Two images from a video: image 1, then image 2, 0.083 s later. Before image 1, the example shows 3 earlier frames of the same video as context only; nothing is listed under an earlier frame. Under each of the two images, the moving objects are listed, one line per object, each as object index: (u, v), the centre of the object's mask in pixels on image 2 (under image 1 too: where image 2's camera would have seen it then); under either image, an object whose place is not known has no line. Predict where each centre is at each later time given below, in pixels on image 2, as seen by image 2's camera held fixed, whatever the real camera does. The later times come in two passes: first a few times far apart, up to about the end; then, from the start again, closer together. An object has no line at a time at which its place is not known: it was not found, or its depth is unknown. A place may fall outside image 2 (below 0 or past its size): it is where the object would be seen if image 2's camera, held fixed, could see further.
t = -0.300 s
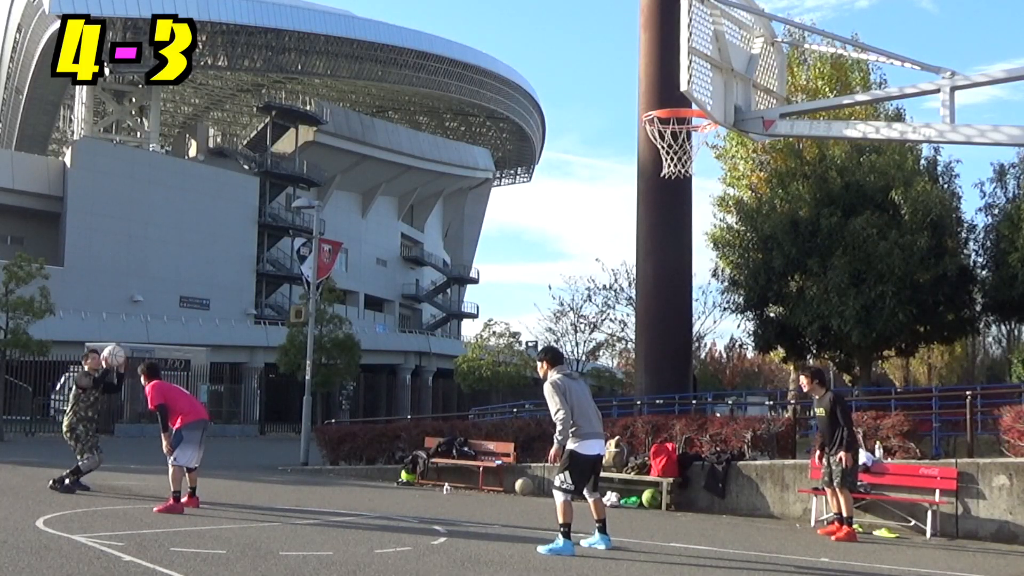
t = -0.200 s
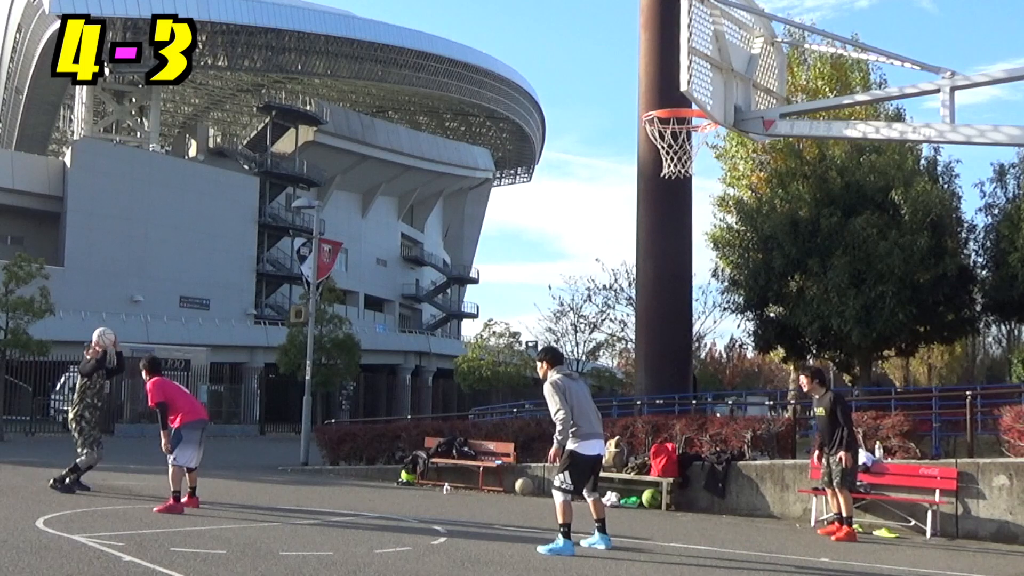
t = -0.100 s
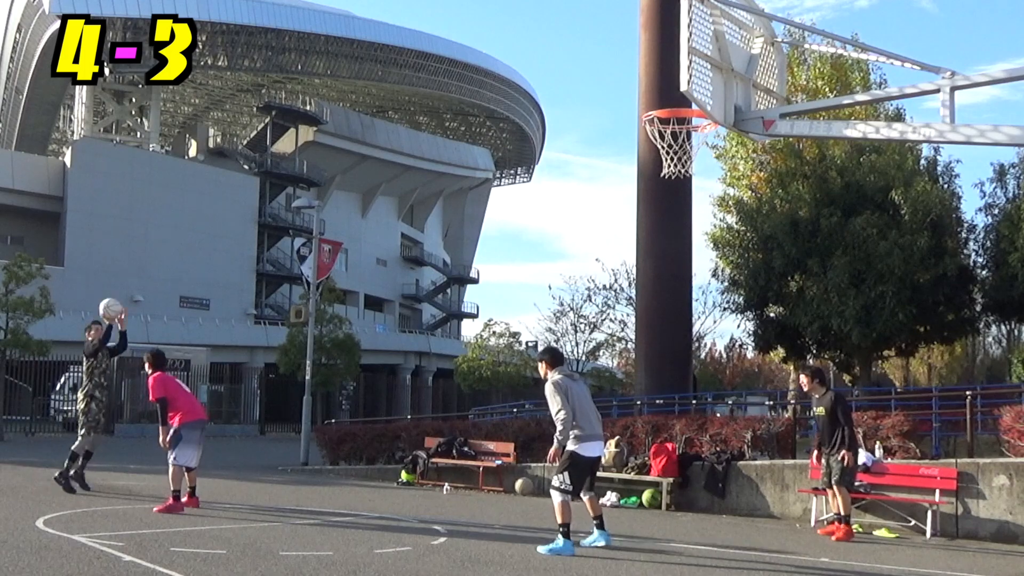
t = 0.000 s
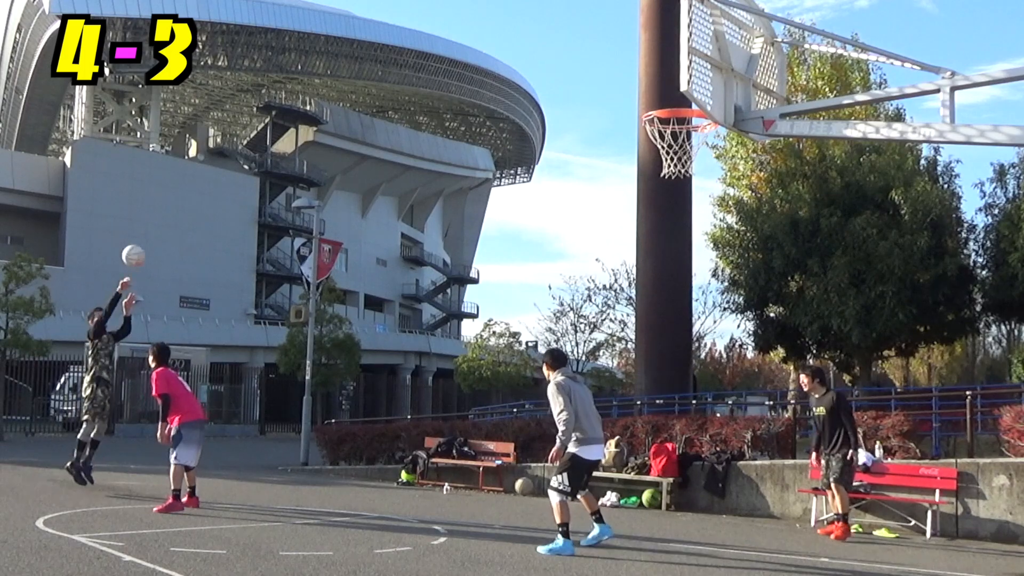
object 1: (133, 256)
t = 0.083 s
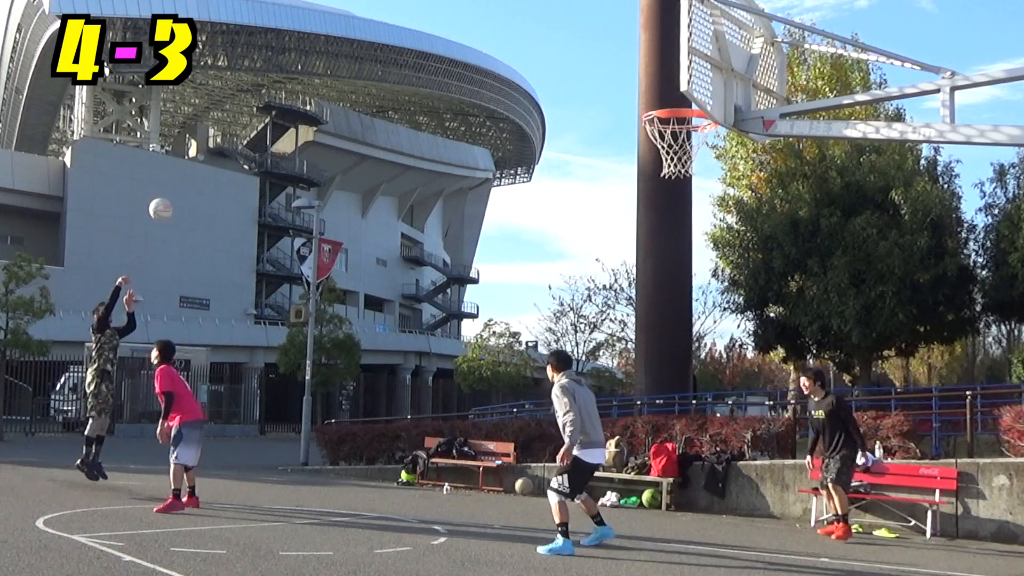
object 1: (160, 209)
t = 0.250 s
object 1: (218, 129)
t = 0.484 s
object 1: (308, 46)
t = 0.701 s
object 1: (405, 9)
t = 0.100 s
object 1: (166, 201)
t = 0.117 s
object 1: (172, 192)
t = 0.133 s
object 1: (178, 184)
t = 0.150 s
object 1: (183, 175)
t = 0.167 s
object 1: (189, 167)
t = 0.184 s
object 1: (195, 159)
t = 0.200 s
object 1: (200, 151)
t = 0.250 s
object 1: (218, 129)
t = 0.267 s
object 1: (225, 122)
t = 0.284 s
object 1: (230, 115)
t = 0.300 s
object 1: (237, 108)
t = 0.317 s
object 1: (243, 101)
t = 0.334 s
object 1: (249, 95)
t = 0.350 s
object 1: (256, 90)
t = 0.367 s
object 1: (262, 83)
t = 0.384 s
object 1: (268, 77)
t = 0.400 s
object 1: (275, 71)
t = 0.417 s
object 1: (282, 66)
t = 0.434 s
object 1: (288, 61)
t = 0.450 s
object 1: (295, 56)
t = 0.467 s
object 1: (302, 51)
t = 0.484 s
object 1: (308, 46)
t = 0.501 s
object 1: (315, 42)
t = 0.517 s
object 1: (322, 38)
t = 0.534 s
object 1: (329, 33)
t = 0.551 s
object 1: (336, 29)
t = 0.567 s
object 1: (344, 26)
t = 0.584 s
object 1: (351, 22)
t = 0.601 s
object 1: (358, 19)
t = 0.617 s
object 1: (365, 16)
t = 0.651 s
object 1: (381, 12)
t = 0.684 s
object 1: (397, 10)
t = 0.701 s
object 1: (405, 9)
